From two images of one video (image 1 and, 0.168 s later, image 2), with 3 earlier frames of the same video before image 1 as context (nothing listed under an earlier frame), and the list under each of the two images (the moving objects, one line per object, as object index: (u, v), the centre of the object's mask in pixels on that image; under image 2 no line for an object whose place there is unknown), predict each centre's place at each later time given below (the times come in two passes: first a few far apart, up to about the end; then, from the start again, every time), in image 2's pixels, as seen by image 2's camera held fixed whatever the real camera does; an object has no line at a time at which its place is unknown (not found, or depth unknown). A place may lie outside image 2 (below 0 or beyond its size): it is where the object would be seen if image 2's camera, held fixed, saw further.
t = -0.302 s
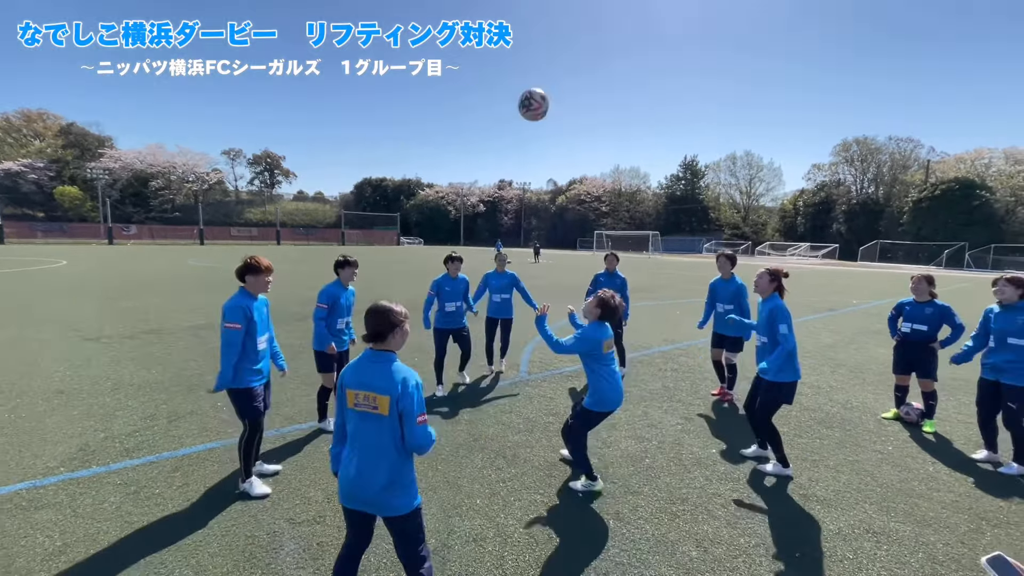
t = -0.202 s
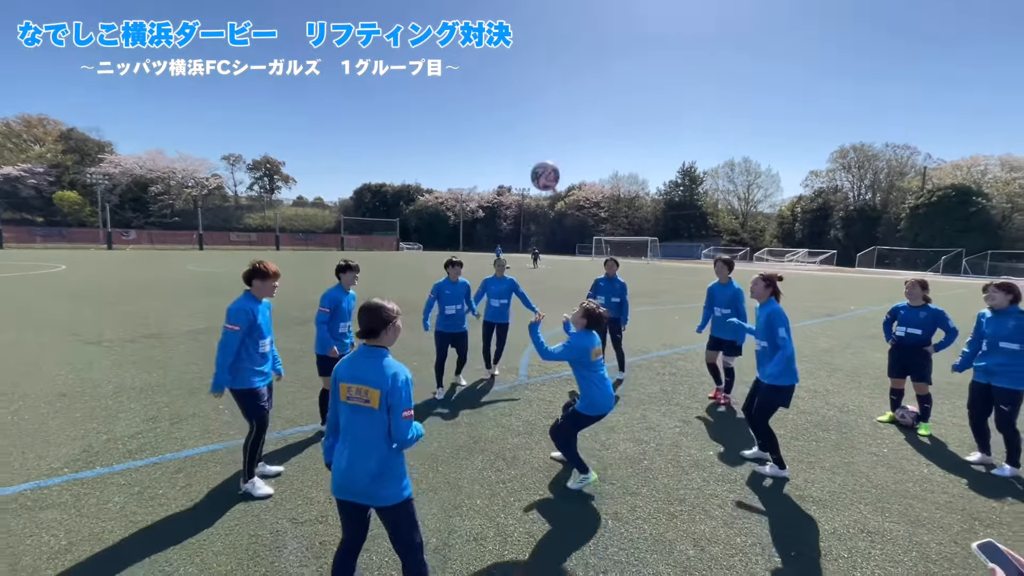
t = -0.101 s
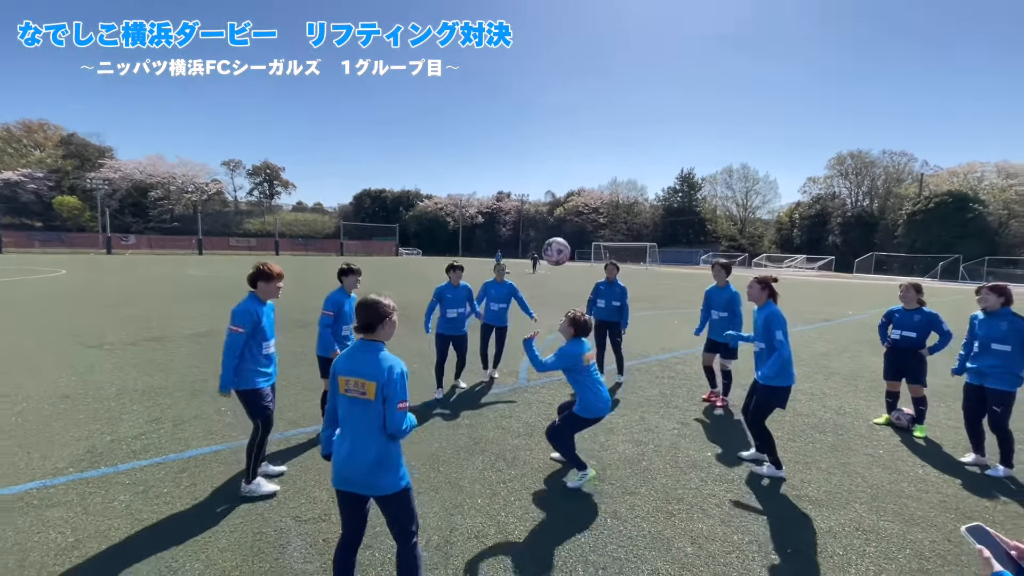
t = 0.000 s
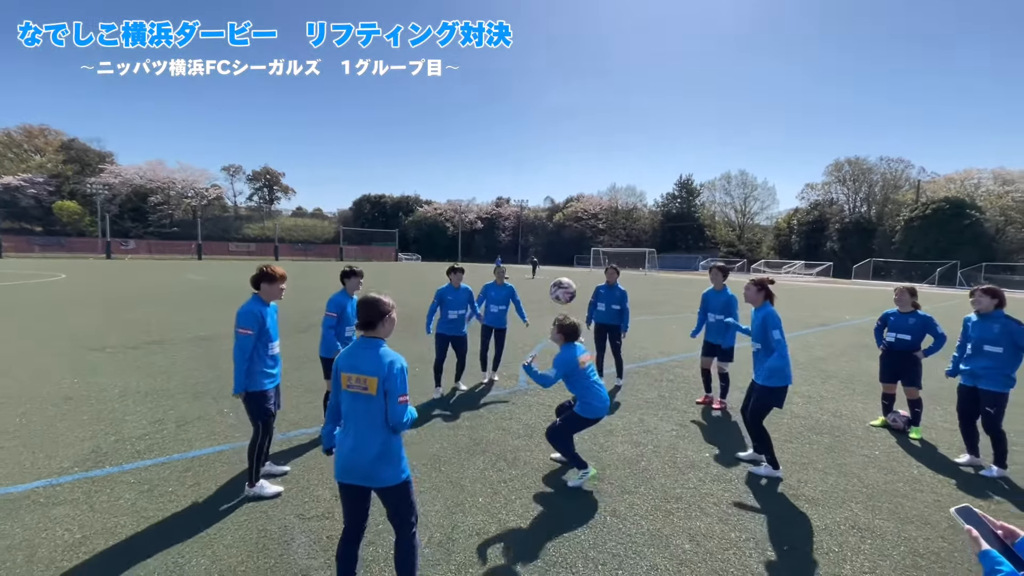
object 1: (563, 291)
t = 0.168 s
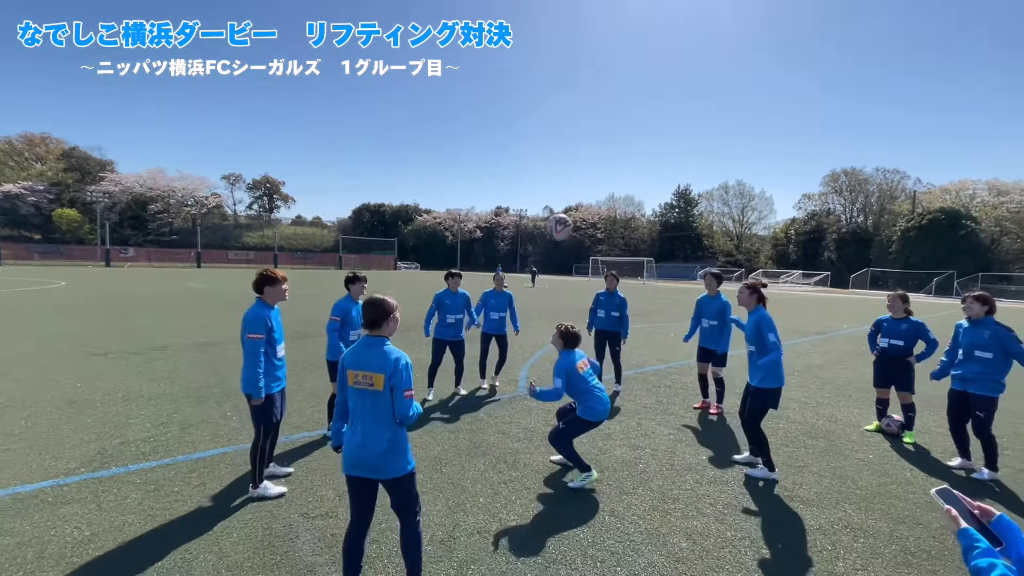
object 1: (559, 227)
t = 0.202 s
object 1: (559, 217)
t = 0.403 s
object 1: (553, 185)
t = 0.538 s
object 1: (549, 191)
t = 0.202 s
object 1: (559, 217)
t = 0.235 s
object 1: (558, 208)
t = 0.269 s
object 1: (557, 202)
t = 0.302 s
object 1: (556, 195)
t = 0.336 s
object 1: (555, 191)
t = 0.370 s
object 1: (554, 187)
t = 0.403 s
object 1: (553, 185)
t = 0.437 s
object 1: (552, 185)
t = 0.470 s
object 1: (551, 186)
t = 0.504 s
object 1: (550, 188)
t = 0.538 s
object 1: (549, 191)
